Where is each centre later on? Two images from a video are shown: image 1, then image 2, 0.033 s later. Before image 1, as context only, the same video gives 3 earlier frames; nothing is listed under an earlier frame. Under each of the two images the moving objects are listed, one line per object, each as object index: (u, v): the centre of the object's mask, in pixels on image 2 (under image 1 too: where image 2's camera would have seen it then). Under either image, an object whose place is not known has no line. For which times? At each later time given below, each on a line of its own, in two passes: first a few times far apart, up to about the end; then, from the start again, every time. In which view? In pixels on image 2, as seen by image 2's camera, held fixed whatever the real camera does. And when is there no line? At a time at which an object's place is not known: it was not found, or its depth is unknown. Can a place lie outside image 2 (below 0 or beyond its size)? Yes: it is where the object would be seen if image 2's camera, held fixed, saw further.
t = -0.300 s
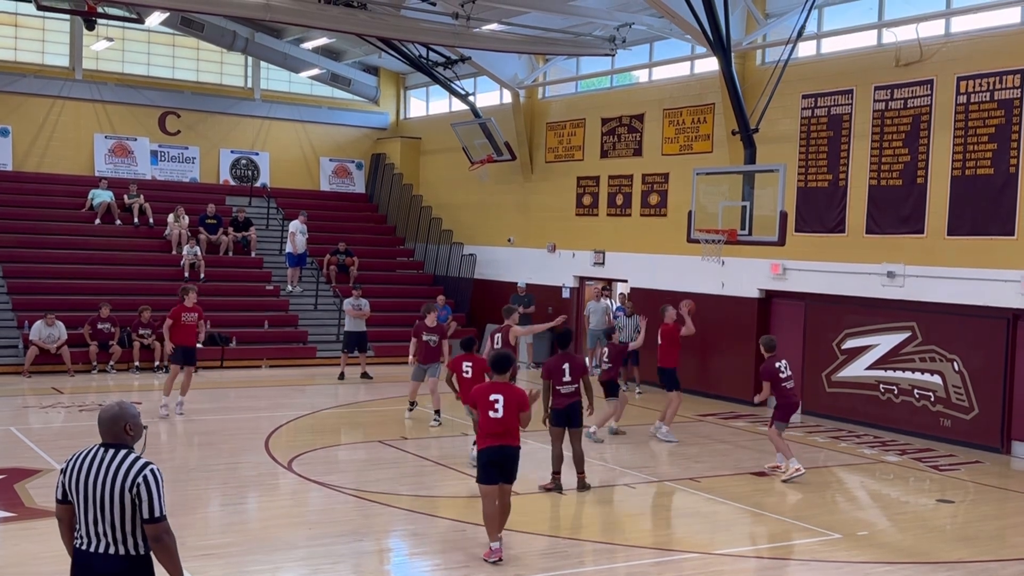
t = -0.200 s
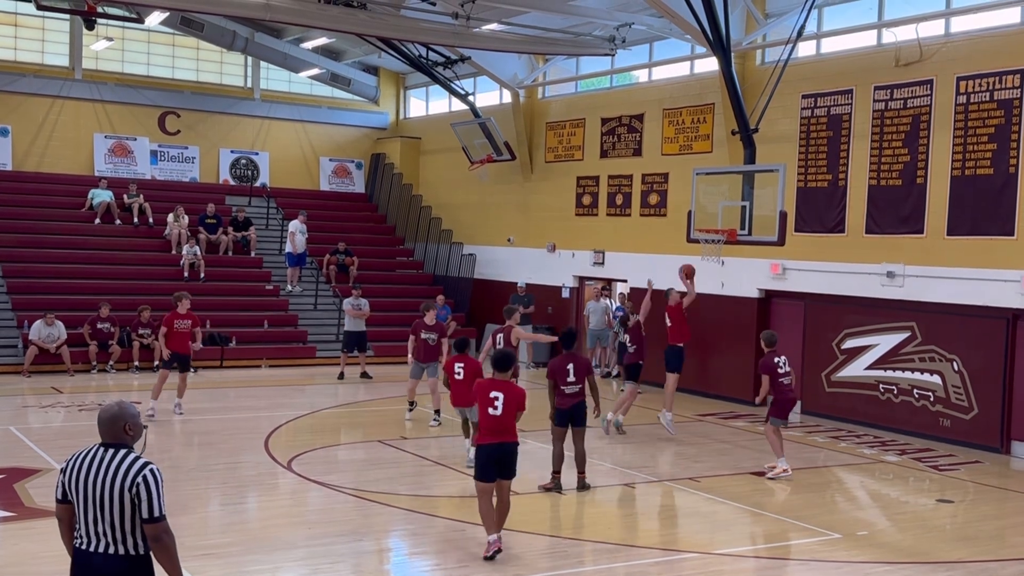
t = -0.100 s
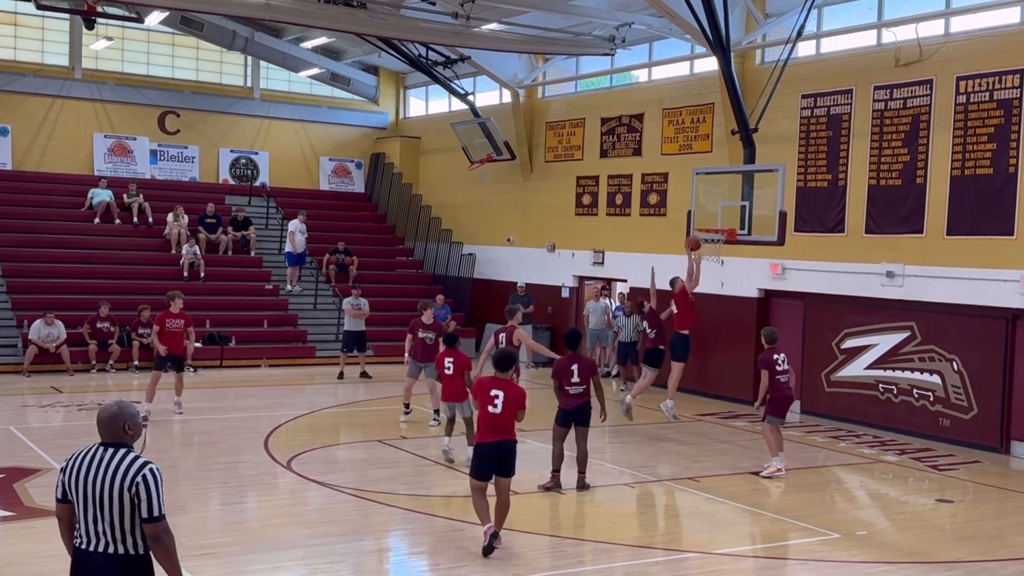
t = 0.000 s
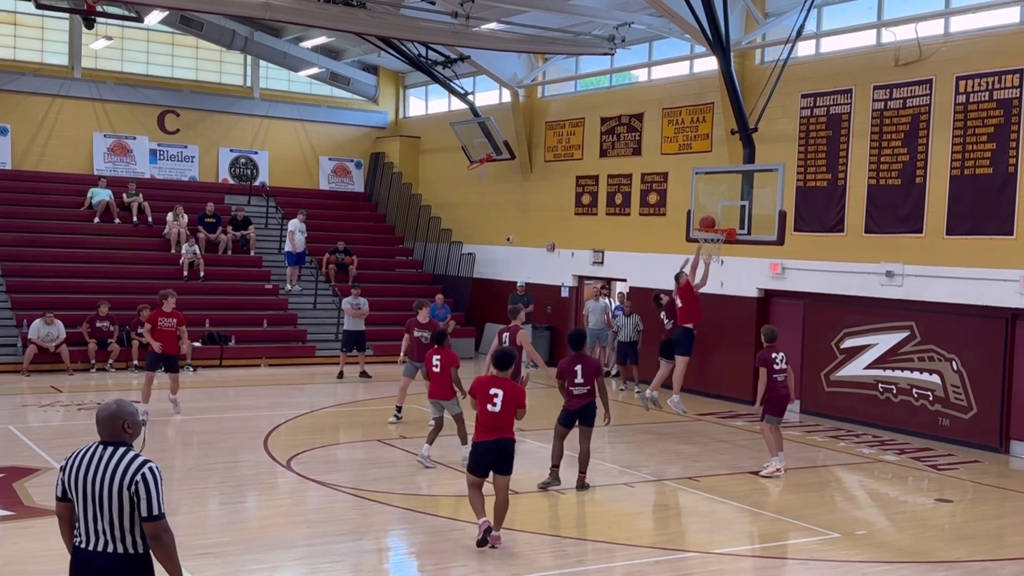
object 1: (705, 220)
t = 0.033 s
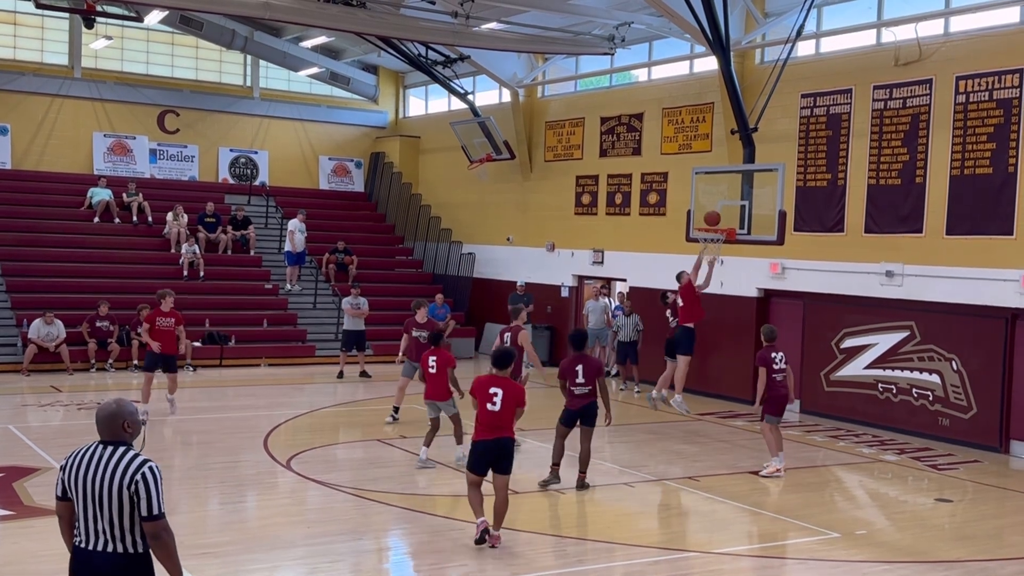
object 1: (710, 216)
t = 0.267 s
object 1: (714, 222)
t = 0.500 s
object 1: (706, 244)
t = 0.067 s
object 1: (712, 213)
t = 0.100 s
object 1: (712, 212)
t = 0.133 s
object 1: (712, 212)
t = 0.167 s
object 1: (713, 213)
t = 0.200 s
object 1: (712, 214)
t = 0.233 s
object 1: (712, 217)
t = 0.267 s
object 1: (714, 222)
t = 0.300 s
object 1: (714, 224)
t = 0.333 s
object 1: (714, 226)
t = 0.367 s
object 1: (712, 236)
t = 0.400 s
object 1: (711, 238)
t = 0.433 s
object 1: (709, 238)
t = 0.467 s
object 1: (706, 241)
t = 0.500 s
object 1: (706, 244)
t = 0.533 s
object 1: (705, 246)
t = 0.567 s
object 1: (704, 249)
